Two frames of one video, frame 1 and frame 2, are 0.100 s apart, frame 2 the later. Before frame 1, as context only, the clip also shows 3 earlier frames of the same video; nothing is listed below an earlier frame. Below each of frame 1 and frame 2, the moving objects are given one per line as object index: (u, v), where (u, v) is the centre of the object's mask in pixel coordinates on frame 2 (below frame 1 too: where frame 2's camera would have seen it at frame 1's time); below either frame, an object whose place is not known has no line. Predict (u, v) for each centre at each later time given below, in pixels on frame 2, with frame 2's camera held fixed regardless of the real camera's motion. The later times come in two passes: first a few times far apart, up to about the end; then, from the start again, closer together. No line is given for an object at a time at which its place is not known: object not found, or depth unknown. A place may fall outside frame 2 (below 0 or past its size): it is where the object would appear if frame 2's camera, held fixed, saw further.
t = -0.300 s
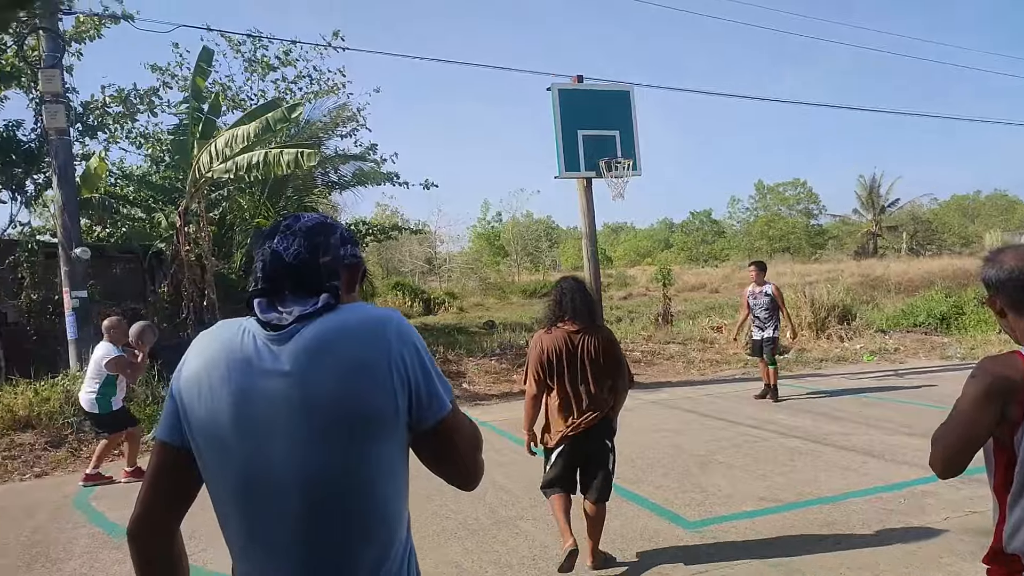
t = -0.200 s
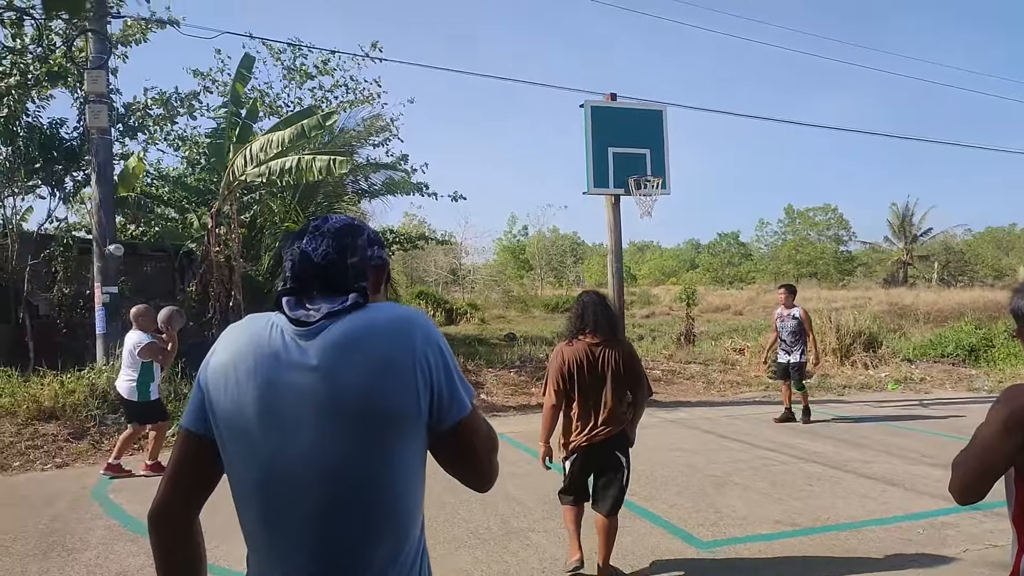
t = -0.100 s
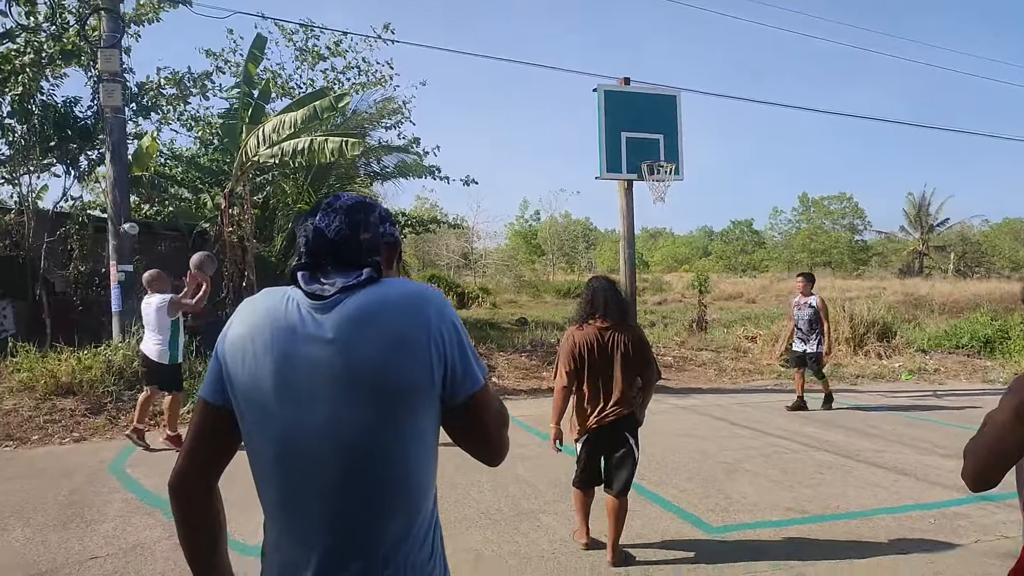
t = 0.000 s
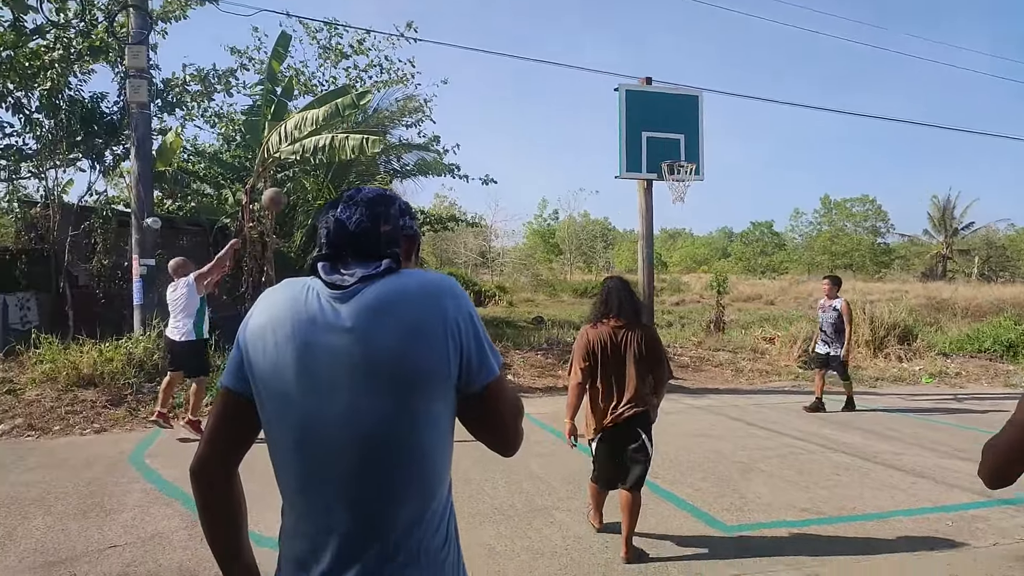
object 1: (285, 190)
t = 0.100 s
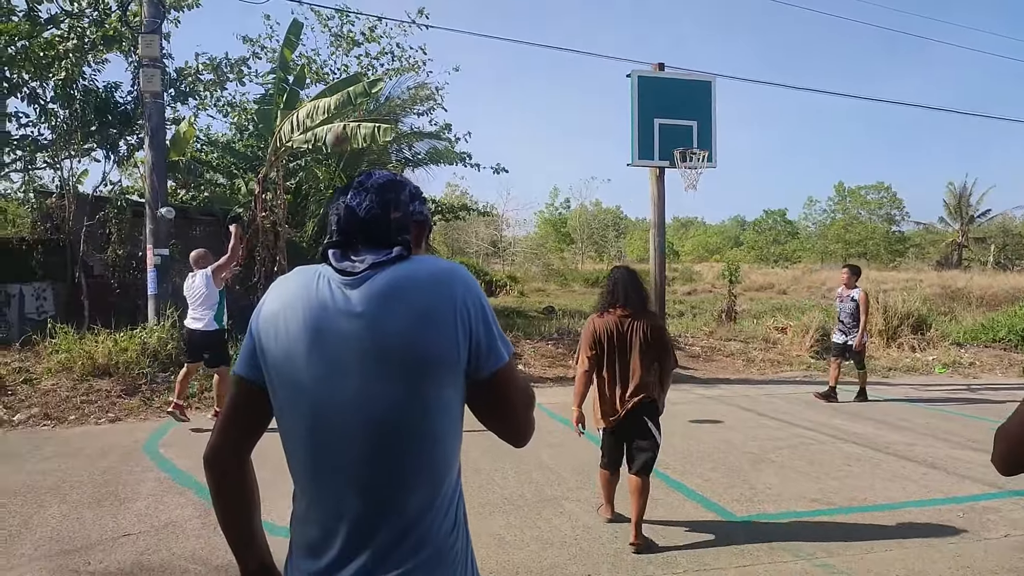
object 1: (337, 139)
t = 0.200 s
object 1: (387, 102)
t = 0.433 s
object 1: (489, 58)
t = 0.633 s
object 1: (571, 63)
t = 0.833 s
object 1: (639, 93)
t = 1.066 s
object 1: (700, 143)
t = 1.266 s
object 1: (695, 126)
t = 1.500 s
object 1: (710, 127)
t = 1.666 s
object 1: (720, 158)
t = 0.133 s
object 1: (354, 127)
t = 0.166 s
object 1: (371, 115)
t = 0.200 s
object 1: (387, 102)
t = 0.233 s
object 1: (402, 95)
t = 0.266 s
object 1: (416, 85)
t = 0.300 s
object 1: (432, 77)
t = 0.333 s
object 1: (448, 71)
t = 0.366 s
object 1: (462, 63)
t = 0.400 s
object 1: (476, 60)
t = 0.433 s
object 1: (489, 58)
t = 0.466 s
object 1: (503, 54)
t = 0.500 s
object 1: (517, 55)
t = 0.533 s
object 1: (531, 55)
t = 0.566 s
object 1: (545, 55)
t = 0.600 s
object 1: (558, 58)
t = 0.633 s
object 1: (571, 63)
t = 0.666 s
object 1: (583, 65)
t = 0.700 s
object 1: (595, 69)
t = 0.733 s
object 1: (607, 75)
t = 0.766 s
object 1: (620, 80)
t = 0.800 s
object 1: (630, 86)
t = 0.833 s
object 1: (639, 93)
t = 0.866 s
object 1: (649, 101)
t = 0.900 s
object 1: (660, 110)
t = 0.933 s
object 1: (672, 121)
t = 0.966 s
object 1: (683, 131)
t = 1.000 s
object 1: (695, 140)
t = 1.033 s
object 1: (698, 143)
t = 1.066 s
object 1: (700, 143)
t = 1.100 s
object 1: (700, 139)
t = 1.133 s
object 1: (698, 139)
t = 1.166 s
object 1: (696, 135)
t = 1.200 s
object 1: (694, 132)
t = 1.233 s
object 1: (695, 129)
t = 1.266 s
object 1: (695, 126)
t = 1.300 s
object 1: (697, 121)
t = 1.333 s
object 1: (700, 120)
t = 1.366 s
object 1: (702, 122)
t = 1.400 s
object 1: (705, 121)
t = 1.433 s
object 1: (707, 121)
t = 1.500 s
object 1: (710, 127)
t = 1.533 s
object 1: (711, 132)
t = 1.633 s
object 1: (717, 151)
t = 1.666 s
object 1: (720, 158)
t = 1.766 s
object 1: (725, 188)
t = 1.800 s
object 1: (726, 201)
